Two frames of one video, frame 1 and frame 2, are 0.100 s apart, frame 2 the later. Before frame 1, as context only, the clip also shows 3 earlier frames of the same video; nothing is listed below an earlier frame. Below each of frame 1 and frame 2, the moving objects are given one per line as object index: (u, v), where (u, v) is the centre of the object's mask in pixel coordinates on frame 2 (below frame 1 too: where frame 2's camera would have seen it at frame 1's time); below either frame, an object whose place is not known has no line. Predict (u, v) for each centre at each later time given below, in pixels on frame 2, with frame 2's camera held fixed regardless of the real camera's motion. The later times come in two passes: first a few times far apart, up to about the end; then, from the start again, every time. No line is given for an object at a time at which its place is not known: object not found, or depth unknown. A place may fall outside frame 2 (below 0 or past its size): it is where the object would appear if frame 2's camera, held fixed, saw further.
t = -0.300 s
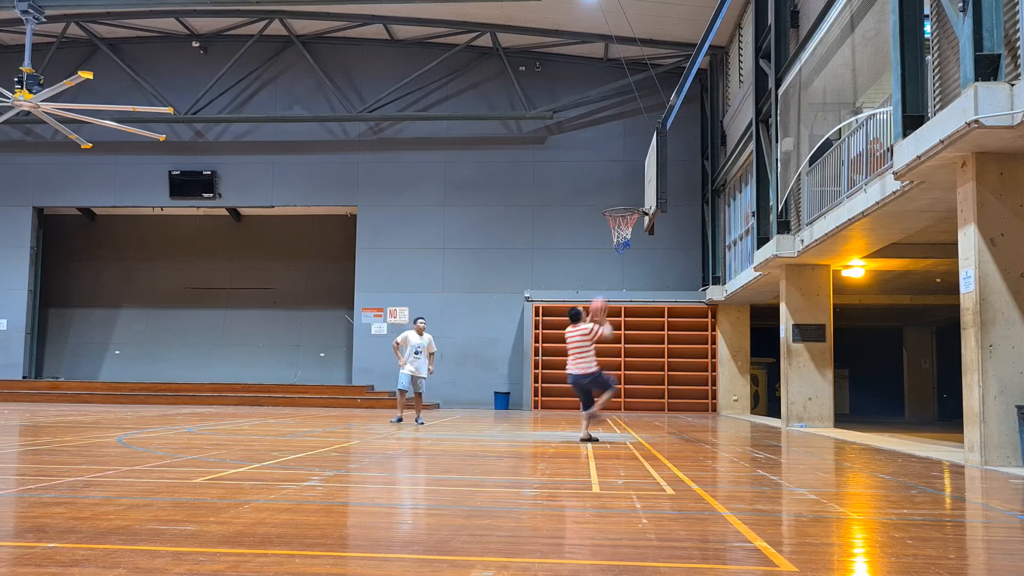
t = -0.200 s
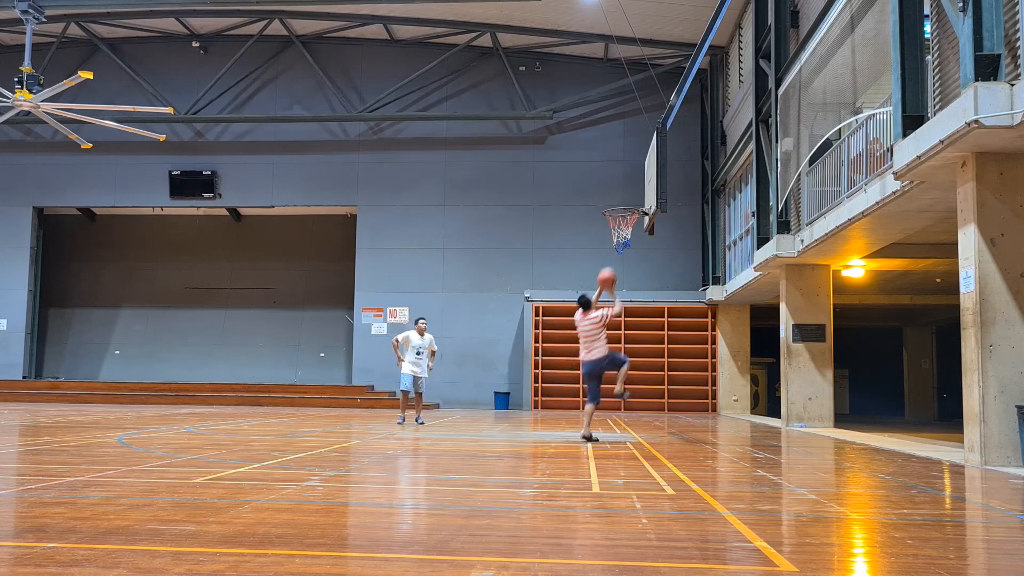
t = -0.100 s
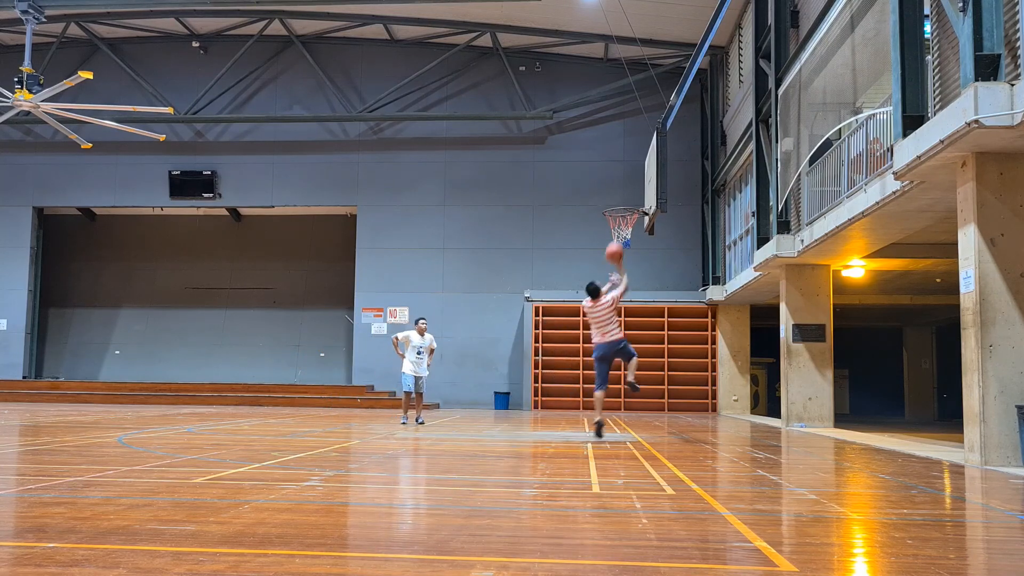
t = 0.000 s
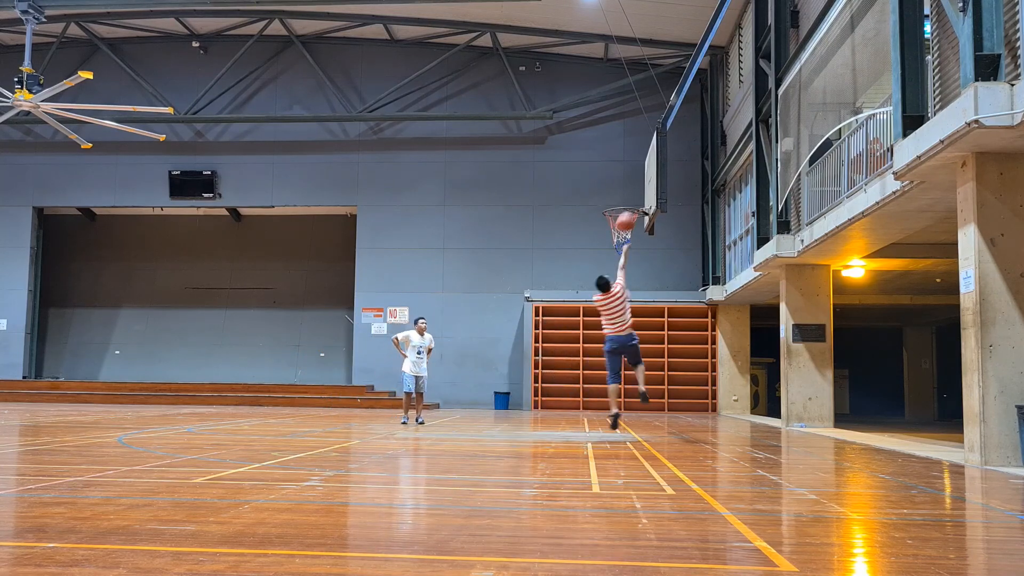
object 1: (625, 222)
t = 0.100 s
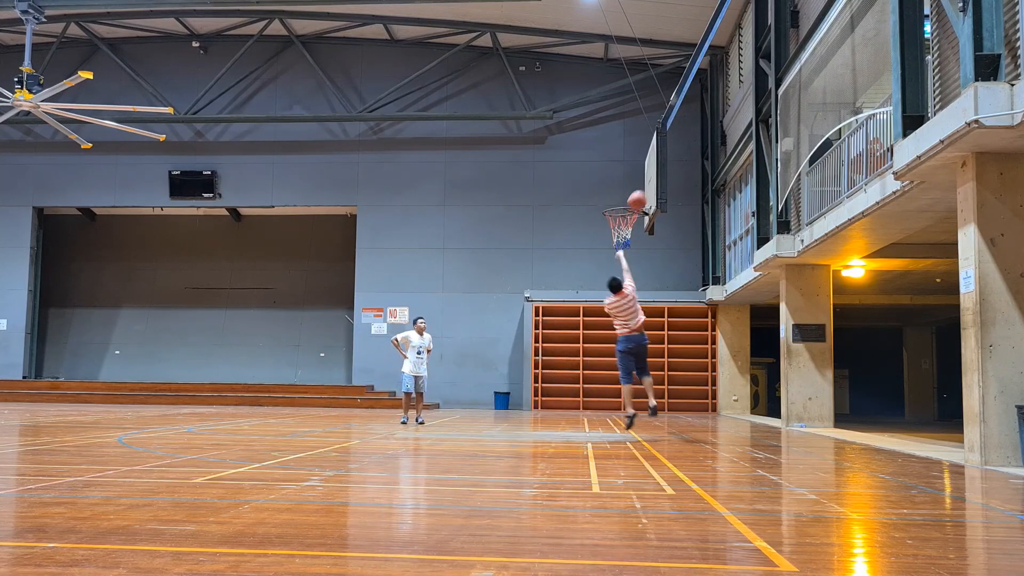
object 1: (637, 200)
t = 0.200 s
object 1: (639, 190)
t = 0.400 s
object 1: (621, 197)
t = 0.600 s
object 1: (622, 221)
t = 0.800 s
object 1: (638, 242)
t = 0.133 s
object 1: (641, 195)
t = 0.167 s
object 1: (642, 191)
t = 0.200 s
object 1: (639, 190)
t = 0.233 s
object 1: (636, 189)
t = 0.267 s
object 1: (633, 189)
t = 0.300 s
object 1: (630, 190)
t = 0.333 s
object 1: (627, 192)
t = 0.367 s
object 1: (624, 194)
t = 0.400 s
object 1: (621, 197)
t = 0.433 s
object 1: (618, 199)
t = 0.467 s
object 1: (614, 202)
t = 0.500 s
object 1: (612, 210)
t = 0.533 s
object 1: (614, 213)
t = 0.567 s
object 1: (618, 217)
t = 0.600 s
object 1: (622, 221)
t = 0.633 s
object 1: (627, 228)
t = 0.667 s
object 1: (630, 233)
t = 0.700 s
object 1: (633, 236)
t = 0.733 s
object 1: (635, 237)
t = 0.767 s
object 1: (636, 239)
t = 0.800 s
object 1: (638, 242)
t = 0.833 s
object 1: (640, 246)
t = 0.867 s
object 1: (641, 250)
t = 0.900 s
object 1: (643, 256)
